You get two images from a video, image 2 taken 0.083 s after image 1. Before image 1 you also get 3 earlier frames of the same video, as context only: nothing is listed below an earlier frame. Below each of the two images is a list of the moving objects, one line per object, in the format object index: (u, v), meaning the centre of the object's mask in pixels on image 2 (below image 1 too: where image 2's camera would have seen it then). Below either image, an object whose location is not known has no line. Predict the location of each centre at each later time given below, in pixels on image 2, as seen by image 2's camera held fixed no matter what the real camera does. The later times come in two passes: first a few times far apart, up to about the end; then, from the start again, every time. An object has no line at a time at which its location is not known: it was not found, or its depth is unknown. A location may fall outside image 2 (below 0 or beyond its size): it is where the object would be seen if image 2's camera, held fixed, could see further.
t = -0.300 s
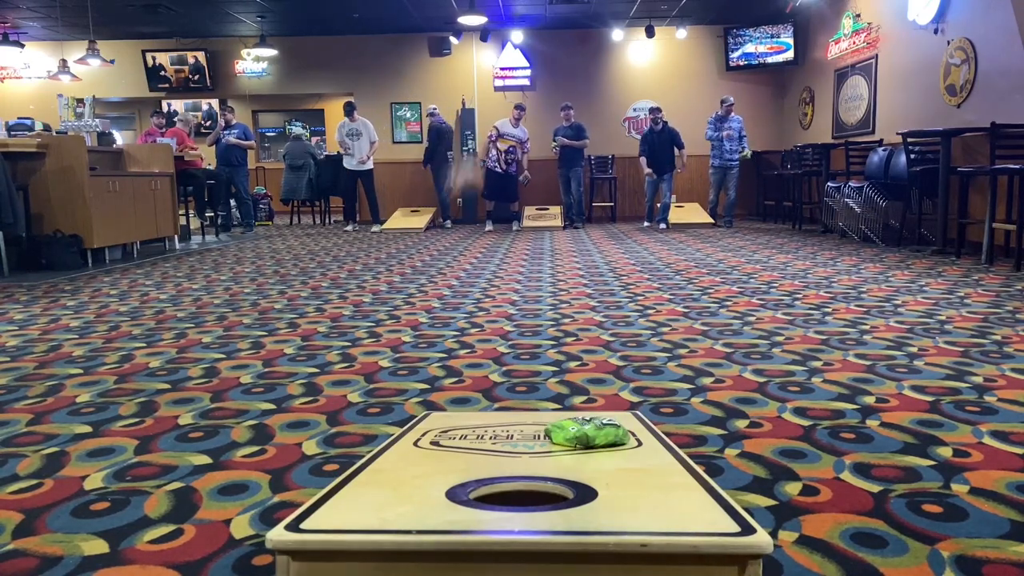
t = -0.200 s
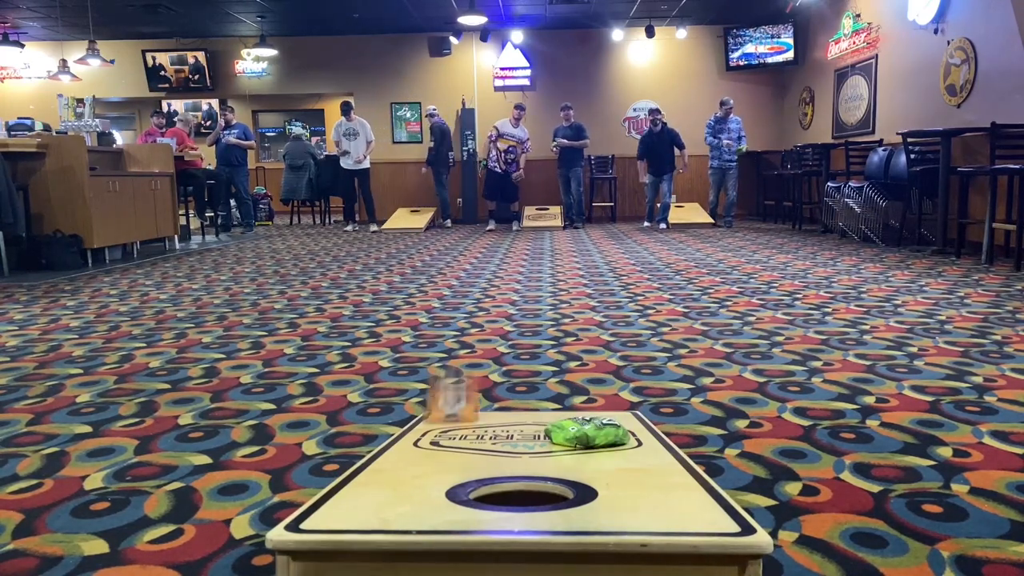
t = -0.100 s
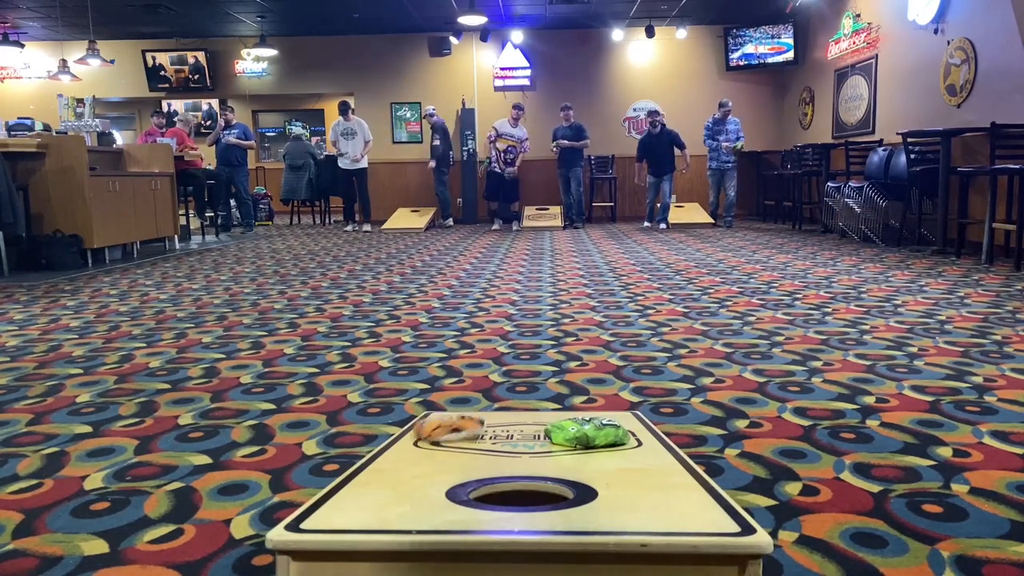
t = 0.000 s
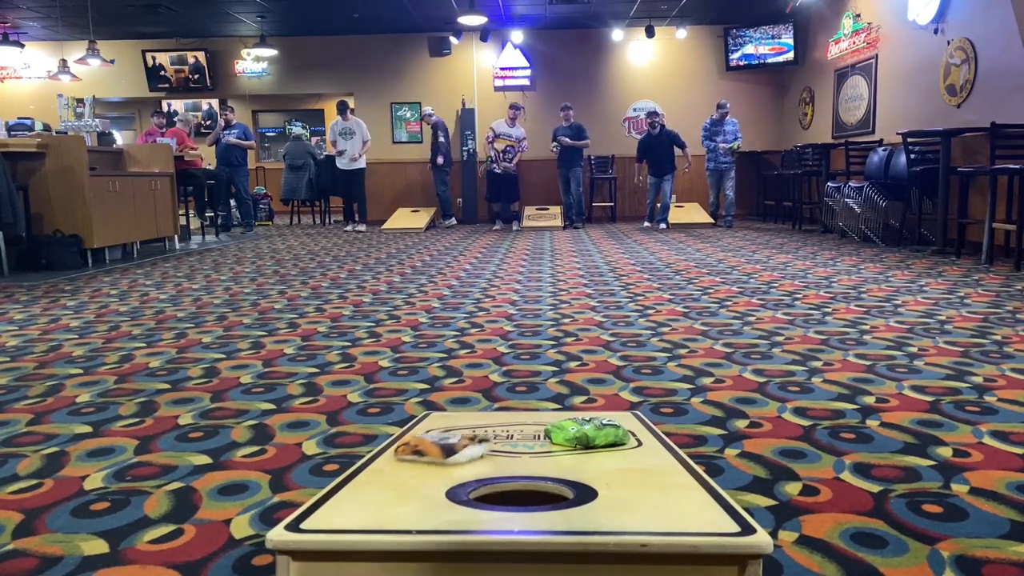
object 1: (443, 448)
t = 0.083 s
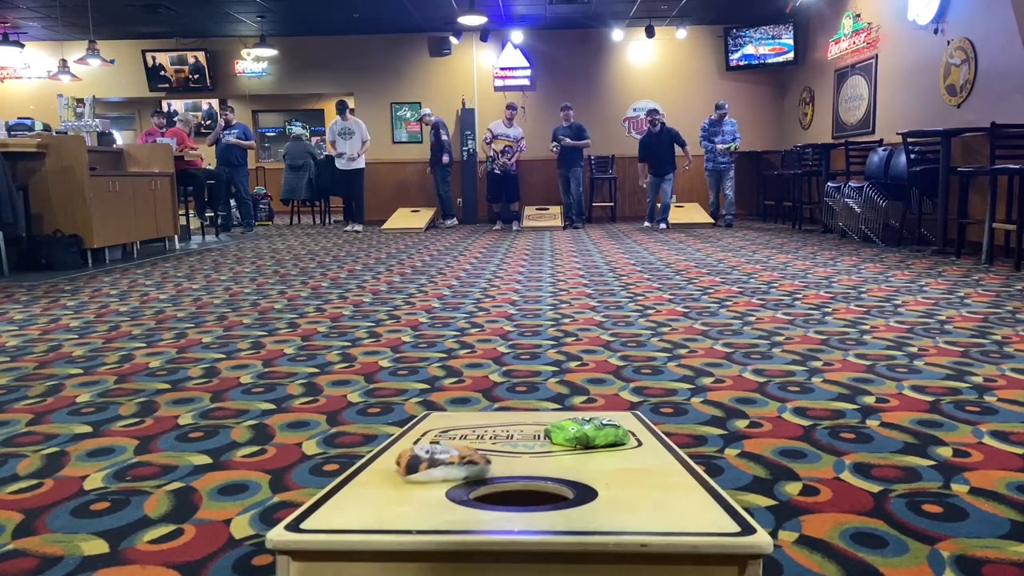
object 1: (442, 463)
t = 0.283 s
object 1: (445, 484)
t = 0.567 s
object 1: (445, 484)
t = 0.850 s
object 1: (446, 484)
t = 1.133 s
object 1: (445, 484)
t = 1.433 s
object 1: (445, 484)
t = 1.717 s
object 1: (445, 484)
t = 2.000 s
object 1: (445, 484)
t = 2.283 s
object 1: (445, 484)
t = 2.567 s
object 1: (445, 484)
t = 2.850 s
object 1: (445, 484)
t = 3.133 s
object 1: (445, 484)
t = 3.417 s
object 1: (445, 484)
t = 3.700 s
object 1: (445, 484)
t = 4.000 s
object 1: (445, 484)
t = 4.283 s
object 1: (445, 484)
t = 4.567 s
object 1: (445, 484)
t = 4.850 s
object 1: (445, 484)
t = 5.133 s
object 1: (451, 480)
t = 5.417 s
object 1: (455, 482)
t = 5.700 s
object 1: (455, 482)
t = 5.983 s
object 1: (455, 482)
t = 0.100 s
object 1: (441, 467)
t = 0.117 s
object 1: (441, 469)
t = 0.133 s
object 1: (440, 472)
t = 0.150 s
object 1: (441, 474)
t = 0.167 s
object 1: (442, 476)
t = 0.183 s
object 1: (442, 478)
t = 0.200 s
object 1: (442, 479)
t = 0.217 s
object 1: (442, 481)
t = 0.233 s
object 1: (443, 482)
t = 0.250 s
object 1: (444, 483)
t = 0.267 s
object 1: (445, 484)
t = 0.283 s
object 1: (445, 484)
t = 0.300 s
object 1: (445, 484)
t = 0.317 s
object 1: (445, 484)
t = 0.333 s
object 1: (445, 484)
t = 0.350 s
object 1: (445, 484)
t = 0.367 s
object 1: (445, 484)
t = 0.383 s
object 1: (445, 484)
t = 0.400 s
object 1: (445, 484)
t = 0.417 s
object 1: (445, 484)
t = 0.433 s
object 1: (445, 484)
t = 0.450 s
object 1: (445, 484)
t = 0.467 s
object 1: (445, 484)
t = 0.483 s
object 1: (445, 484)
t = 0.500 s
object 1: (445, 484)
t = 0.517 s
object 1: (445, 484)
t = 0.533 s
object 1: (445, 484)
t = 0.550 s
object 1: (445, 484)
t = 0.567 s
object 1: (445, 484)
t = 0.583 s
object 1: (445, 484)
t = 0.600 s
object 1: (445, 484)
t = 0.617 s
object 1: (445, 484)
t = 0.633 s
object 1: (445, 484)
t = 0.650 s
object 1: (445, 484)
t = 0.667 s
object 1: (445, 484)
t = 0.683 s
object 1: (445, 484)
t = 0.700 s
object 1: (445, 484)
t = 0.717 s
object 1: (445, 484)
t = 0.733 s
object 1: (445, 484)
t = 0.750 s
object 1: (445, 484)
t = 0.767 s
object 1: (445, 484)
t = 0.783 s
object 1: (445, 484)
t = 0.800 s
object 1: (446, 484)
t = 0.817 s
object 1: (445, 484)
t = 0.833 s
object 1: (445, 484)
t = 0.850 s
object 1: (446, 484)
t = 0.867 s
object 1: (445, 484)
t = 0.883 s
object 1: (446, 484)
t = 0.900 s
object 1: (445, 484)
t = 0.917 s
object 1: (446, 484)
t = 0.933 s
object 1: (445, 484)
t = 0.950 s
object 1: (446, 484)
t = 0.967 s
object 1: (445, 484)
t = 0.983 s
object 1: (445, 484)
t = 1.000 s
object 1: (445, 484)
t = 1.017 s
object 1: (446, 484)
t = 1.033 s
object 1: (445, 484)
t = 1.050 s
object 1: (445, 484)
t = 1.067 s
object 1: (445, 484)
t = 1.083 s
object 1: (445, 484)
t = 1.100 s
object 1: (445, 484)
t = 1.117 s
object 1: (445, 484)
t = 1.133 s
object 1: (445, 484)
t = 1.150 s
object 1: (445, 484)
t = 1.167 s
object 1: (445, 484)
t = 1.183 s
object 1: (445, 484)
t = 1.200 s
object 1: (445, 484)
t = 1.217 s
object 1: (445, 484)
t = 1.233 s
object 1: (445, 484)
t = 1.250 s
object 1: (445, 484)
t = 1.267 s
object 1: (445, 484)
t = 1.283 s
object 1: (445, 484)
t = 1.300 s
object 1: (445, 484)
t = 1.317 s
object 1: (445, 484)
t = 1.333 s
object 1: (445, 484)
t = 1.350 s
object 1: (445, 484)
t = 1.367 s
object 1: (445, 484)
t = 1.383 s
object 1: (445, 484)
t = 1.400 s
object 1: (445, 484)
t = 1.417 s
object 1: (445, 484)
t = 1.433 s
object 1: (445, 484)
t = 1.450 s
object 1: (445, 484)
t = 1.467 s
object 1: (445, 484)
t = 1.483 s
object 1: (445, 484)
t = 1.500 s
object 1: (445, 484)
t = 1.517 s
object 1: (445, 484)
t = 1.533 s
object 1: (445, 484)
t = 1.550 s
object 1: (445, 484)
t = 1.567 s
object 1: (445, 484)
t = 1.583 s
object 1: (445, 484)
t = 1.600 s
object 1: (445, 484)
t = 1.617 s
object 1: (445, 484)
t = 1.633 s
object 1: (445, 484)
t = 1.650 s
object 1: (445, 484)
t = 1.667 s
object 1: (445, 484)
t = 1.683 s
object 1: (445, 484)
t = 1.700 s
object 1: (445, 484)
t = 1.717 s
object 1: (445, 484)
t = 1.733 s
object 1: (445, 484)
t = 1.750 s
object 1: (445, 484)
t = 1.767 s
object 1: (445, 484)
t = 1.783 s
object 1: (445, 484)
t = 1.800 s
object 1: (445, 484)
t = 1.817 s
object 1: (445, 484)
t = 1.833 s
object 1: (445, 484)
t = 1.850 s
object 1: (445, 484)
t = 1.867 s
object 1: (445, 484)
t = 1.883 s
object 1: (445, 484)
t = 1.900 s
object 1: (446, 484)
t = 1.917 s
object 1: (445, 484)
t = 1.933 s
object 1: (445, 484)
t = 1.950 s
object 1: (445, 484)
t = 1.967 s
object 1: (445, 484)
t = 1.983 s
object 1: (445, 484)
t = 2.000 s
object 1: (445, 484)
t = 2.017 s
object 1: (445, 484)
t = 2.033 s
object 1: (445, 484)
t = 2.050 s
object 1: (445, 484)
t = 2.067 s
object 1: (445, 484)
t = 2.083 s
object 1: (445, 484)
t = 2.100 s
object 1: (445, 484)
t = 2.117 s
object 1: (445, 484)
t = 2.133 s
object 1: (445, 484)
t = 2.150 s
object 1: (445, 484)
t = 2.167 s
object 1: (445, 484)
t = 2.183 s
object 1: (445, 484)
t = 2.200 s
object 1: (445, 484)
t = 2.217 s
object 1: (445, 484)
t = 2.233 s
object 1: (445, 484)
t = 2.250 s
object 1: (445, 484)
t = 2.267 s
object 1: (445, 484)
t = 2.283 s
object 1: (445, 484)
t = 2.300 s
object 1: (445, 484)
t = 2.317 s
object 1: (445, 484)
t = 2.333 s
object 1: (445, 484)
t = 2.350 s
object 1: (445, 484)
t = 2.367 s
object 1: (445, 484)
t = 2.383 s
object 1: (445, 484)
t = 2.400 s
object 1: (445, 484)
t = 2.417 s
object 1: (445, 484)
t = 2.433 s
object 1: (445, 484)
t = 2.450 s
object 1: (445, 484)
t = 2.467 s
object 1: (446, 484)
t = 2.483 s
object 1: (445, 484)
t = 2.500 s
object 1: (445, 484)
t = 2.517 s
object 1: (446, 484)
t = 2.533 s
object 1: (445, 484)
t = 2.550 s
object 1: (445, 484)
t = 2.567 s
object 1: (445, 484)
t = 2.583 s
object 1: (446, 484)
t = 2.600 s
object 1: (445, 484)
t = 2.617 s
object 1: (445, 484)
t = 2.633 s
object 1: (445, 484)
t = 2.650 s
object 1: (445, 484)
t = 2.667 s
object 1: (445, 484)
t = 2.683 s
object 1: (445, 484)
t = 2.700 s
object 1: (445, 484)
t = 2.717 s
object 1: (445, 484)
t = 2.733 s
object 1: (445, 484)
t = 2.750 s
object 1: (445, 484)
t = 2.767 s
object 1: (445, 484)
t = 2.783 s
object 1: (445, 484)
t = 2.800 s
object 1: (445, 484)
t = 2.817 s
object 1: (445, 484)
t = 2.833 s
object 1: (445, 484)
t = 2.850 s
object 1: (445, 484)
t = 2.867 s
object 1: (445, 484)
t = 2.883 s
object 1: (445, 484)
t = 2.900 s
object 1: (445, 484)
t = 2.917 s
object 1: (445, 484)
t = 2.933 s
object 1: (445, 484)
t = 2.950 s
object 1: (445, 484)
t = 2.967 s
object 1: (445, 484)
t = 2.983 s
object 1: (445, 484)
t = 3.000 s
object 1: (445, 484)
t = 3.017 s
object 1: (445, 484)
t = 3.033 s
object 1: (445, 484)
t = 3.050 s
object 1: (445, 484)
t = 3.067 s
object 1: (445, 484)
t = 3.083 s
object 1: (445, 484)
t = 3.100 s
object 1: (445, 484)
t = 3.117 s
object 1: (445, 484)
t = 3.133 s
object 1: (445, 484)
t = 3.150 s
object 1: (445, 484)
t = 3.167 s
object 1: (445, 484)
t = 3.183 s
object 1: (445, 484)
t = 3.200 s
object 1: (445, 484)
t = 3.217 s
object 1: (445, 484)
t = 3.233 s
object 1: (445, 484)
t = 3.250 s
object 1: (446, 484)
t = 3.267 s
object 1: (445, 484)
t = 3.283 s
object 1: (445, 484)
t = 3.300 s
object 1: (445, 484)
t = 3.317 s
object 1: (445, 484)
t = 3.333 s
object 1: (445, 484)
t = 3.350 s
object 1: (445, 484)
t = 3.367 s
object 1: (445, 484)
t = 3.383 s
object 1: (445, 484)
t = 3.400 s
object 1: (445, 484)
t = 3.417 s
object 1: (445, 484)
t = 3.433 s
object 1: (445, 484)
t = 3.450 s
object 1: (445, 484)
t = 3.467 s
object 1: (445, 484)
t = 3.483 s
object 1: (445, 484)
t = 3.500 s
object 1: (445, 484)
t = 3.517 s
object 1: (445, 484)
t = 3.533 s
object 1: (445, 484)
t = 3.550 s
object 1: (445, 484)
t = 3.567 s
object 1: (445, 484)
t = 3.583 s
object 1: (445, 484)
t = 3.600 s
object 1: (445, 484)
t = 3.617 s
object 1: (445, 484)
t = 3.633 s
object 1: (445, 484)
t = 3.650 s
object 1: (445, 484)
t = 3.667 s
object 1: (445, 484)
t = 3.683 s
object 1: (445, 484)
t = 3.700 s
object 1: (445, 484)
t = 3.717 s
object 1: (445, 484)
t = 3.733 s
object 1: (445, 484)
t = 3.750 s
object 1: (445, 484)
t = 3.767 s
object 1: (445, 484)
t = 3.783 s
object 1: (445, 484)
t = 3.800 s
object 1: (445, 484)
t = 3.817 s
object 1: (445, 484)
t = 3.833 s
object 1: (445, 484)
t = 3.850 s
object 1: (445, 484)
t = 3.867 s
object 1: (445, 484)
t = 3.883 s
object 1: (445, 484)
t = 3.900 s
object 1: (445, 484)
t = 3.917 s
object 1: (445, 484)
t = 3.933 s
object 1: (445, 484)
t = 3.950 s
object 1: (445, 484)
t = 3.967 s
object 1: (445, 484)
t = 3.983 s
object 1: (445, 484)
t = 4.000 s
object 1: (445, 484)
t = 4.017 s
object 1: (445, 484)
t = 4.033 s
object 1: (445, 484)
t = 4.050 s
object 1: (445, 484)
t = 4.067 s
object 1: (445, 484)
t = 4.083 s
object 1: (445, 484)
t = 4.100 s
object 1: (445, 484)
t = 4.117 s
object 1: (445, 484)
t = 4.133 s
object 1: (445, 484)
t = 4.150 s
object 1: (445, 484)
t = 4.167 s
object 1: (445, 484)
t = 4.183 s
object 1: (445, 484)
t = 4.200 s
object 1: (445, 484)
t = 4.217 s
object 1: (445, 484)
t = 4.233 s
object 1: (445, 484)
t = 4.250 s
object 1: (445, 484)
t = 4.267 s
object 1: (445, 484)
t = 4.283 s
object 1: (445, 484)
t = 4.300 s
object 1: (445, 484)
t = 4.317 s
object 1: (445, 484)
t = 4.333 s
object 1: (445, 484)
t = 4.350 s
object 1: (445, 484)
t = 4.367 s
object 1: (445, 484)
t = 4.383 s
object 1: (445, 484)
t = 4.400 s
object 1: (445, 484)
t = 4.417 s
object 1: (445, 484)
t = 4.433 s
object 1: (445, 484)
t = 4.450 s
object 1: (445, 484)
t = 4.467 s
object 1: (445, 484)
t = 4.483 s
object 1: (445, 484)
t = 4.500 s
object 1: (445, 484)
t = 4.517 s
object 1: (445, 484)
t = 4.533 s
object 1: (445, 484)
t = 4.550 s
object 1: (445, 484)
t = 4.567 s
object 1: (445, 484)
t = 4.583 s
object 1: (445, 484)
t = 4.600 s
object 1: (445, 484)
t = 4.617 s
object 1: (445, 484)
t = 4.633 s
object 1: (445, 484)
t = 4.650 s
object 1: (445, 484)
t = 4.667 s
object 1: (445, 484)
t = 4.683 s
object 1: (445, 484)
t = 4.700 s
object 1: (445, 484)
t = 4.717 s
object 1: (445, 484)
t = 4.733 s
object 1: (445, 484)
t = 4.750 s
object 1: (445, 484)
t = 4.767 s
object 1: (445, 484)
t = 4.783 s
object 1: (445, 484)
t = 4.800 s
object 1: (446, 484)
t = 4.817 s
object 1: (445, 484)
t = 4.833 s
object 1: (445, 484)
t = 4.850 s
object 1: (445, 484)
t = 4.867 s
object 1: (445, 484)
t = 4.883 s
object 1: (445, 484)
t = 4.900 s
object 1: (445, 484)
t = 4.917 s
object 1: (446, 484)
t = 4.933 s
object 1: (445, 484)
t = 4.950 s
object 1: (445, 484)
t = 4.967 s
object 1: (445, 484)
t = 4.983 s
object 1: (445, 484)
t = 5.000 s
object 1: (445, 484)
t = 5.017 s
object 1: (445, 484)
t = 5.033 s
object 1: (446, 483)
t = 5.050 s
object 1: (446, 482)
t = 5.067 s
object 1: (446, 482)
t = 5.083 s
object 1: (447, 481)
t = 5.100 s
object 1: (450, 481)
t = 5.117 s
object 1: (450, 480)
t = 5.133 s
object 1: (451, 480)
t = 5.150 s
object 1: (453, 480)
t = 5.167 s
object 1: (453, 481)
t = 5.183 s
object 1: (454, 481)
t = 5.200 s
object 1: (455, 482)
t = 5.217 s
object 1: (455, 482)
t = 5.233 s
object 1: (455, 482)
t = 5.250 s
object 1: (455, 482)
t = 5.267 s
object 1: (455, 482)
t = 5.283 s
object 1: (455, 482)
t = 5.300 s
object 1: (455, 482)
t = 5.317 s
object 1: (455, 482)
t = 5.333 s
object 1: (455, 482)
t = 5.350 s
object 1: (455, 482)
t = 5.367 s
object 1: (455, 482)
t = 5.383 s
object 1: (455, 482)
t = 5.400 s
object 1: (455, 482)
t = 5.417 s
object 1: (455, 482)
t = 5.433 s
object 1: (455, 482)
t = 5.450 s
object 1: (455, 482)
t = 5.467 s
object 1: (455, 482)
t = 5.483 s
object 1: (455, 482)
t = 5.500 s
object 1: (455, 482)
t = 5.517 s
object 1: (455, 482)
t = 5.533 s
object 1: (455, 482)
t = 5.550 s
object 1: (455, 482)
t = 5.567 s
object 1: (455, 482)
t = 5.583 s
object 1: (455, 482)
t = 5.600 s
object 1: (455, 482)
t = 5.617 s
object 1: (455, 482)
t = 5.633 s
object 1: (455, 482)
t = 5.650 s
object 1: (455, 482)
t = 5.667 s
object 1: (455, 482)
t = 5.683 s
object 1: (455, 482)
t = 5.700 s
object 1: (455, 482)
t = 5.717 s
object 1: (455, 482)
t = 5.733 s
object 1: (455, 482)
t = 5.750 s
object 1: (455, 482)
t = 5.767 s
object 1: (455, 482)
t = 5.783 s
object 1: (455, 482)
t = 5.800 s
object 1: (455, 482)
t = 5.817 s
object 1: (455, 482)
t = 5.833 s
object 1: (455, 482)
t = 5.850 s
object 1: (455, 482)
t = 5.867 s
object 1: (455, 482)
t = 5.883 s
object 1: (455, 482)
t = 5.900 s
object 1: (455, 482)
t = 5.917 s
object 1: (455, 482)
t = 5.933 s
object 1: (455, 482)
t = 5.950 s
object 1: (455, 482)
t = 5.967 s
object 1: (455, 482)
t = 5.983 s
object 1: (455, 482)
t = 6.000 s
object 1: (455, 482)
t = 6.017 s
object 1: (455, 482)
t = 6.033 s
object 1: (455, 482)
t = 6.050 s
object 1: (455, 482)
